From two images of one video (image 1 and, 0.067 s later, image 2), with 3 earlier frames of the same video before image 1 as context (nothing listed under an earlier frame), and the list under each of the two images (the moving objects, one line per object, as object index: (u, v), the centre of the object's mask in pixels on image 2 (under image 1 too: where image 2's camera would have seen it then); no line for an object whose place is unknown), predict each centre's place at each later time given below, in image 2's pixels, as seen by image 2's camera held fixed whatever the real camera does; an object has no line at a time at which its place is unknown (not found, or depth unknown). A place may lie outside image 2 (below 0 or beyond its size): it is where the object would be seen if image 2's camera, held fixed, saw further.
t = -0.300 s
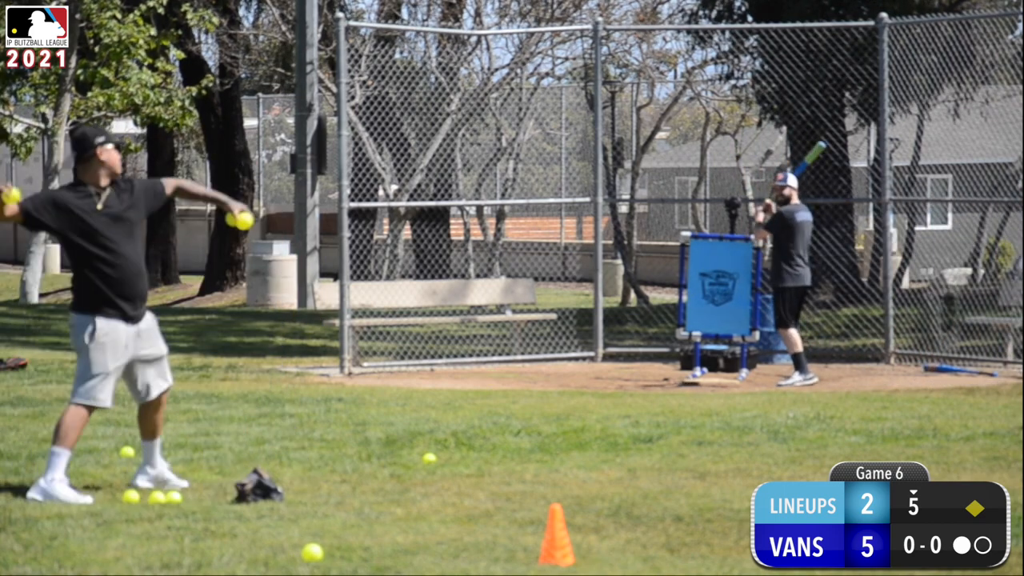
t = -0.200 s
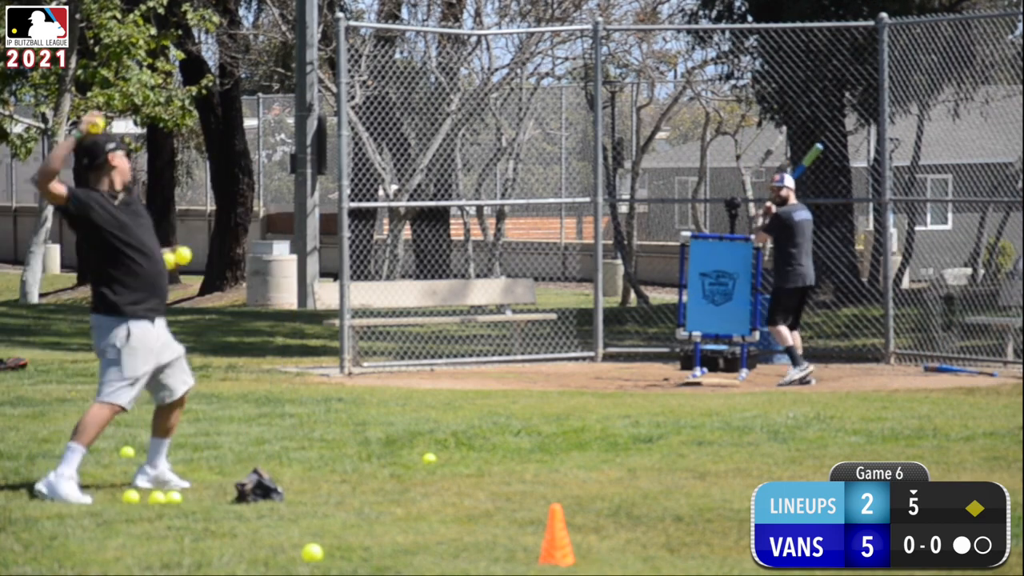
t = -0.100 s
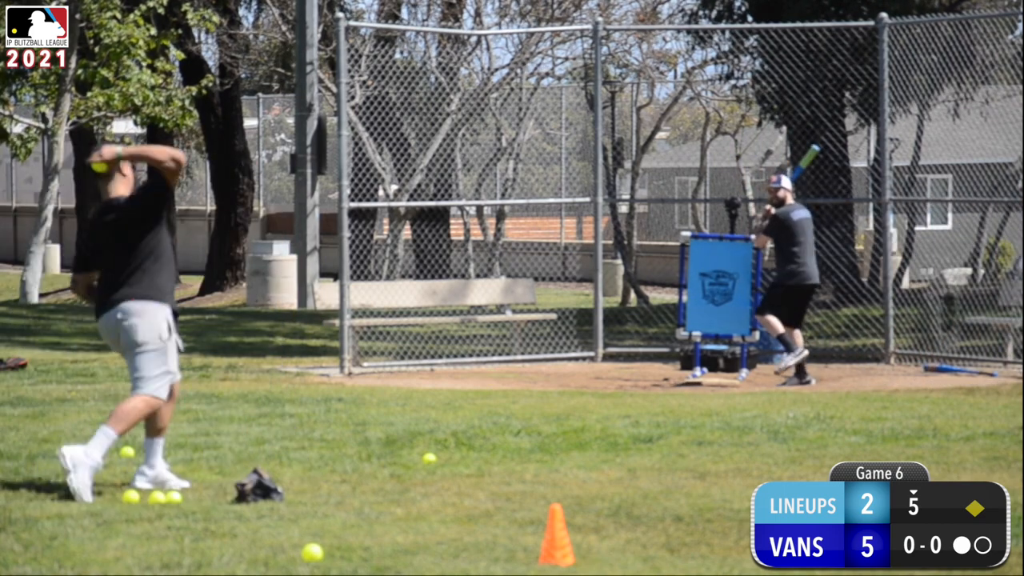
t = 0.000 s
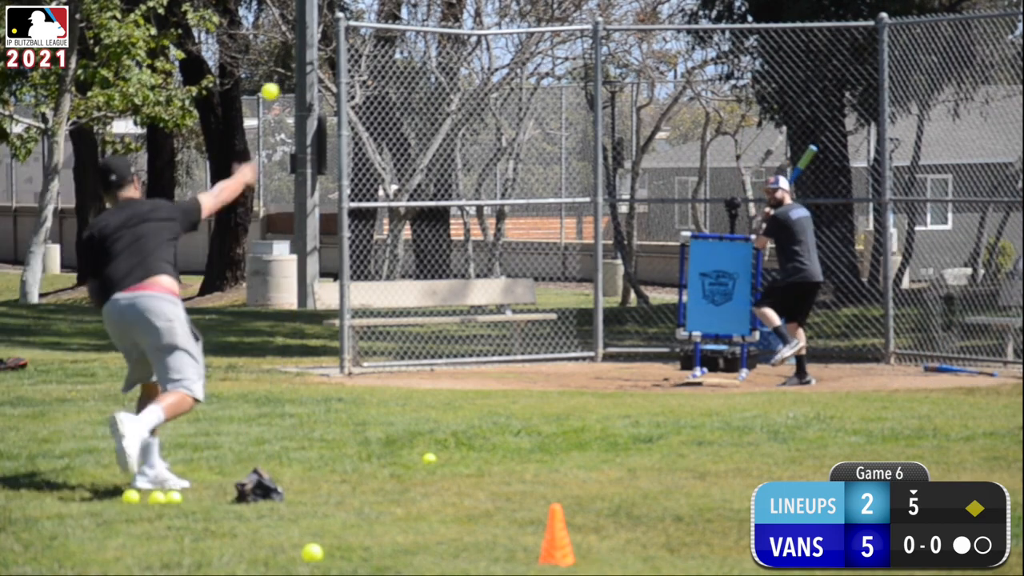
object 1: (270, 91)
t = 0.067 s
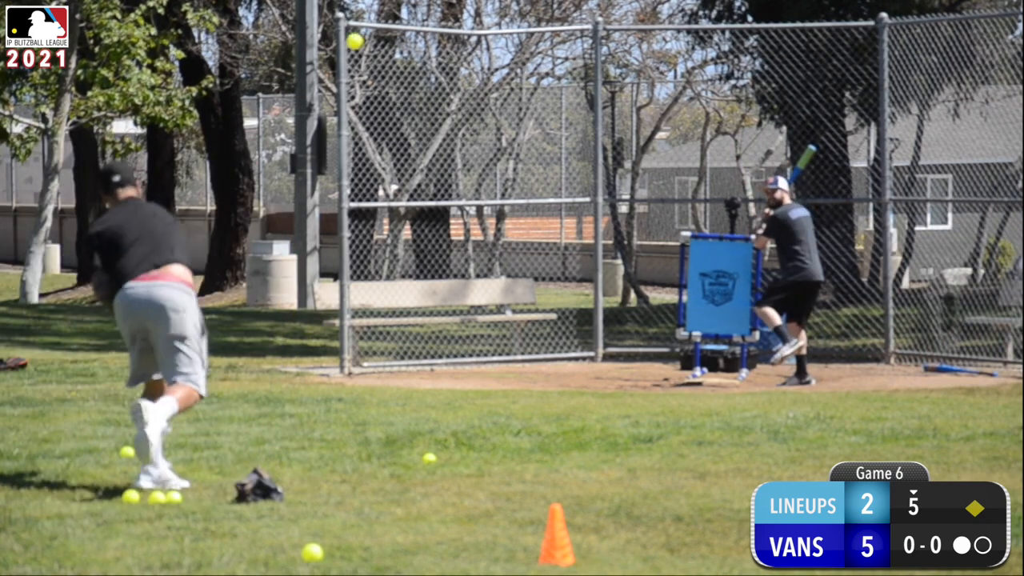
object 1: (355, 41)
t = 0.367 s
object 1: (567, 10)
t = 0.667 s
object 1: (628, 159)
